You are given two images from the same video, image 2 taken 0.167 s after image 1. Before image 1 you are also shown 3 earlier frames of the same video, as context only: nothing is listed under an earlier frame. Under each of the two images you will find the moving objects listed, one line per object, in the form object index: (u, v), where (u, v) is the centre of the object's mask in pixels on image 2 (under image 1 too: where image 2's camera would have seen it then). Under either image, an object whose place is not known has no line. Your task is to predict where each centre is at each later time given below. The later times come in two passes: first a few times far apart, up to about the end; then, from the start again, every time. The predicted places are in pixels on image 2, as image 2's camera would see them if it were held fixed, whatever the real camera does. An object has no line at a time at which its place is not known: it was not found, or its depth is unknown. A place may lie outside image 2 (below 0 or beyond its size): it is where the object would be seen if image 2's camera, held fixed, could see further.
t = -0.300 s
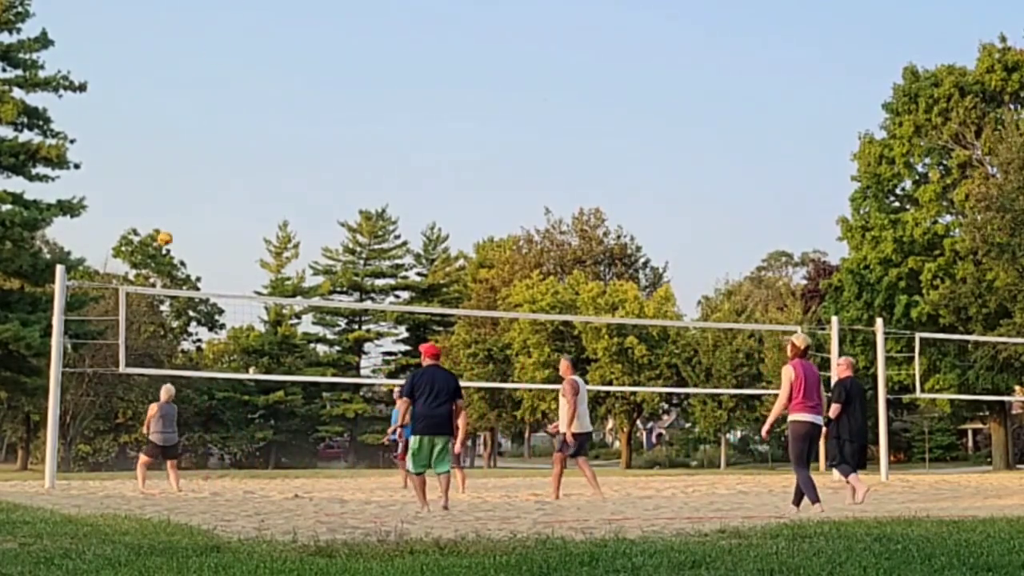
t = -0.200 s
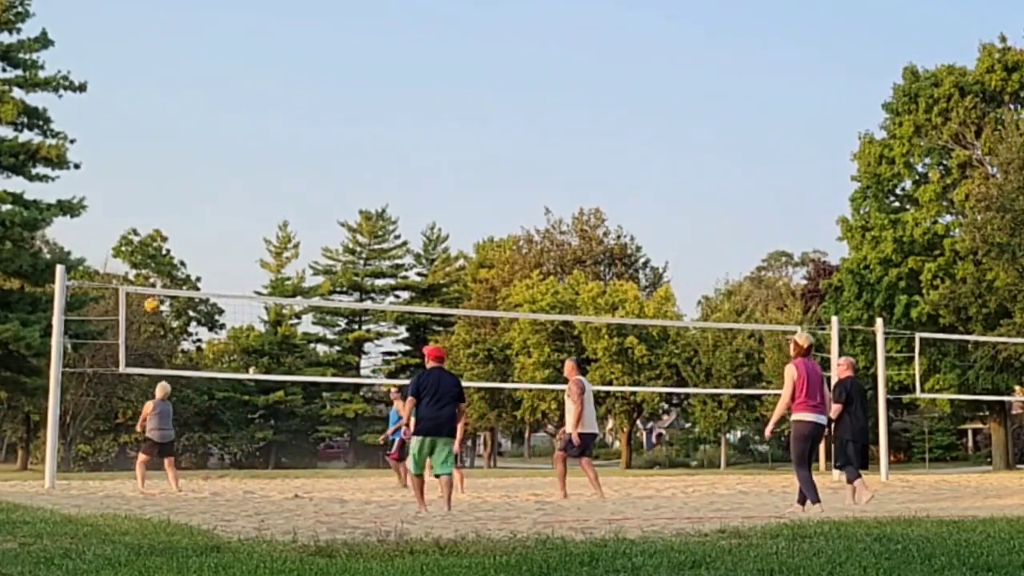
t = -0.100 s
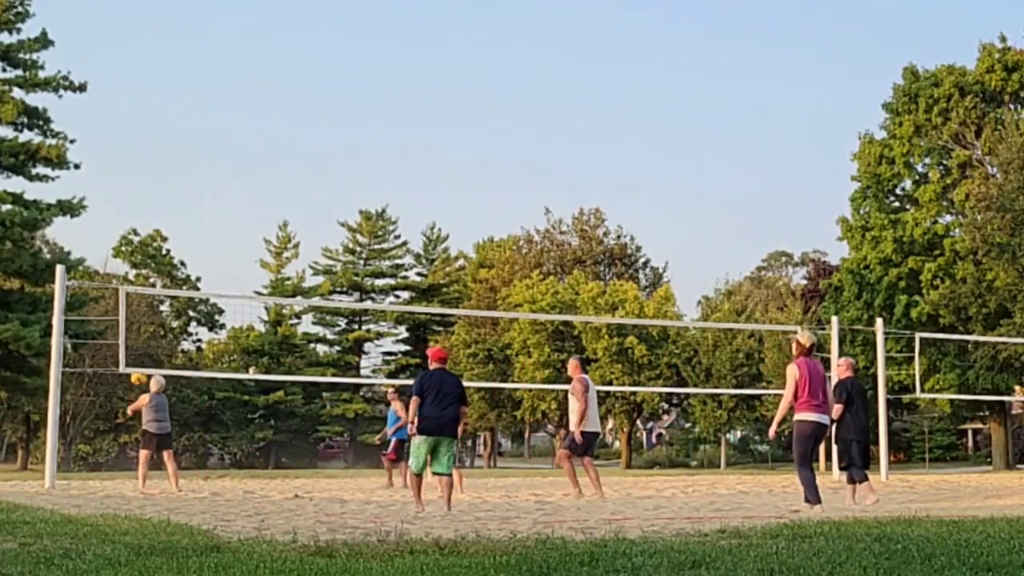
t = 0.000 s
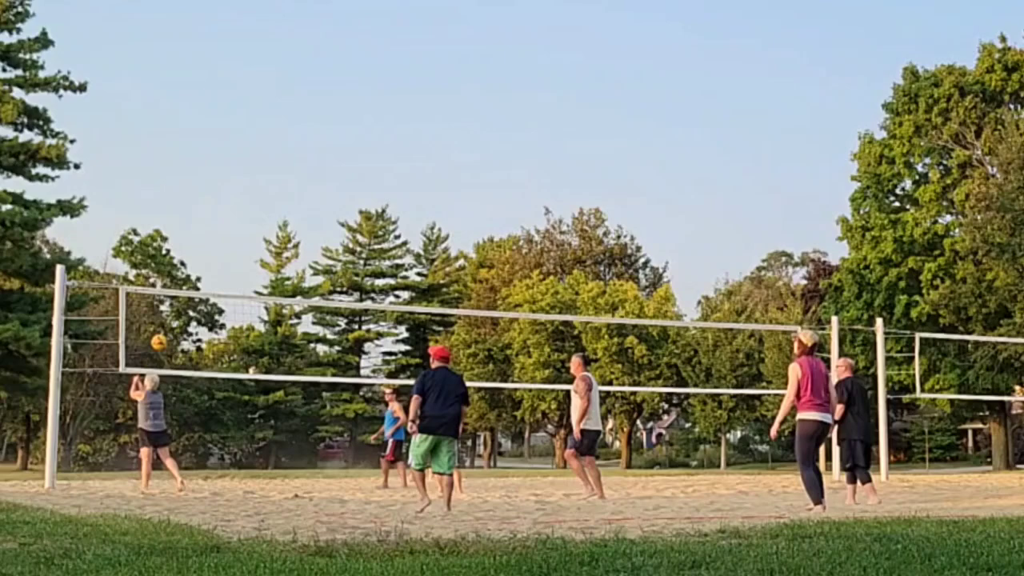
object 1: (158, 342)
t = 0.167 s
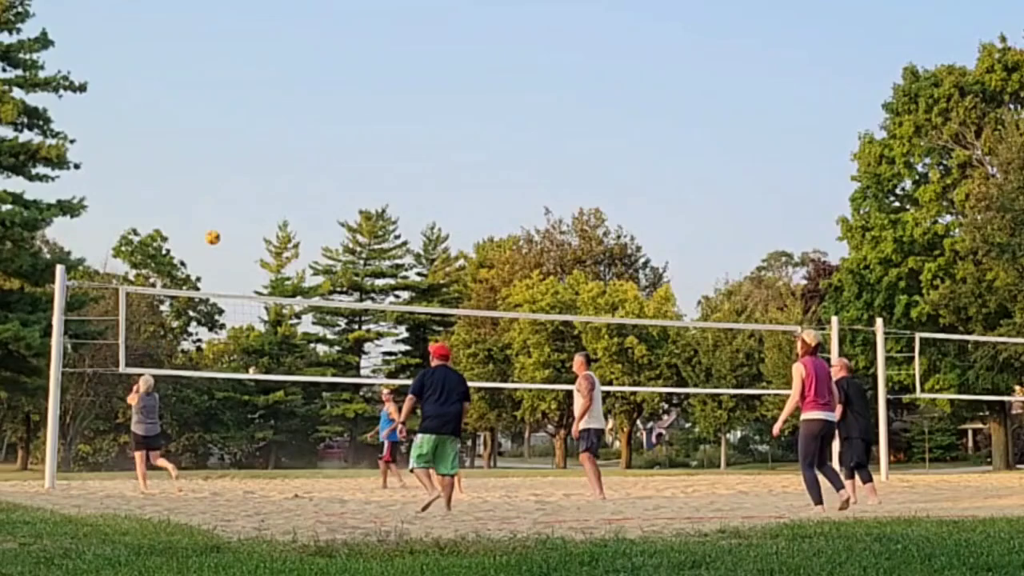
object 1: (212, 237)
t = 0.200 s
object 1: (223, 219)
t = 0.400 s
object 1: (281, 127)
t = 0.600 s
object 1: (337, 65)
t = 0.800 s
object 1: (390, 29)
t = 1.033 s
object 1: (450, 22)
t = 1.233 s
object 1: (502, 45)
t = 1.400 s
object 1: (545, 87)
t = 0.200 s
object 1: (223, 219)
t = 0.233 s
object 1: (233, 202)
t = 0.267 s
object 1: (243, 185)
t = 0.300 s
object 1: (253, 170)
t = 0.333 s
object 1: (262, 154)
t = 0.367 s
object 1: (272, 140)
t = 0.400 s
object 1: (281, 127)
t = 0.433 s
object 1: (291, 115)
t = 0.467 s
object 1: (300, 103)
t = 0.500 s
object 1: (309, 92)
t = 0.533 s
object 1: (319, 82)
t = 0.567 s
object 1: (328, 72)
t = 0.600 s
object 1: (337, 65)
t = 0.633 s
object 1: (346, 57)
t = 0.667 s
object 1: (355, 49)
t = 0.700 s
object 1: (364, 43)
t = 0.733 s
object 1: (373, 38)
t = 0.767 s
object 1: (381, 33)
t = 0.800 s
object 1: (390, 29)
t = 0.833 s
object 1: (399, 26)
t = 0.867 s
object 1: (408, 23)
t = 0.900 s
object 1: (416, 21)
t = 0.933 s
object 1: (425, 20)
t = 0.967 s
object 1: (433, 20)
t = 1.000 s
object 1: (442, 20)
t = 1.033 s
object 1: (450, 22)
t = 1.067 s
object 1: (459, 23)
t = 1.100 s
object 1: (468, 26)
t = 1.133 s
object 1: (476, 30)
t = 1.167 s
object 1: (485, 34)
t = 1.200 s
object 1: (493, 39)
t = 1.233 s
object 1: (502, 45)
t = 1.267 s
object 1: (510, 52)
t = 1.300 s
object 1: (519, 59)
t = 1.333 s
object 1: (528, 68)
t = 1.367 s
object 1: (536, 77)
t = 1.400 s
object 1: (545, 87)
